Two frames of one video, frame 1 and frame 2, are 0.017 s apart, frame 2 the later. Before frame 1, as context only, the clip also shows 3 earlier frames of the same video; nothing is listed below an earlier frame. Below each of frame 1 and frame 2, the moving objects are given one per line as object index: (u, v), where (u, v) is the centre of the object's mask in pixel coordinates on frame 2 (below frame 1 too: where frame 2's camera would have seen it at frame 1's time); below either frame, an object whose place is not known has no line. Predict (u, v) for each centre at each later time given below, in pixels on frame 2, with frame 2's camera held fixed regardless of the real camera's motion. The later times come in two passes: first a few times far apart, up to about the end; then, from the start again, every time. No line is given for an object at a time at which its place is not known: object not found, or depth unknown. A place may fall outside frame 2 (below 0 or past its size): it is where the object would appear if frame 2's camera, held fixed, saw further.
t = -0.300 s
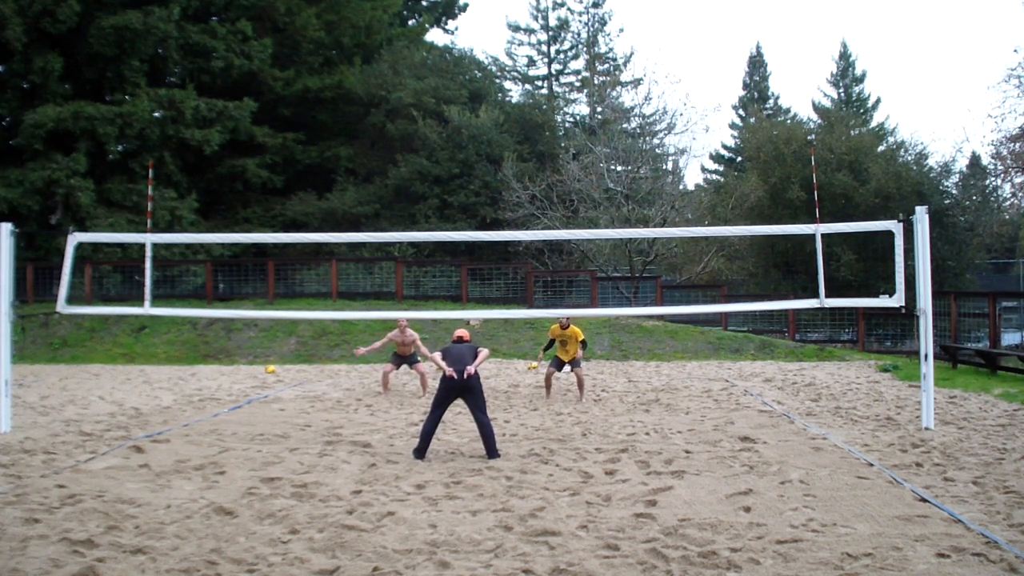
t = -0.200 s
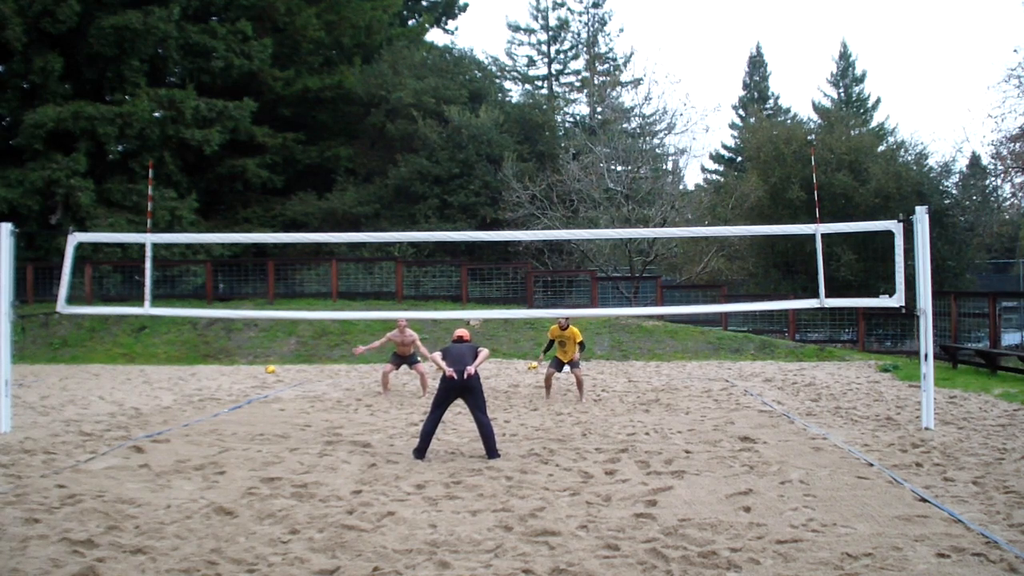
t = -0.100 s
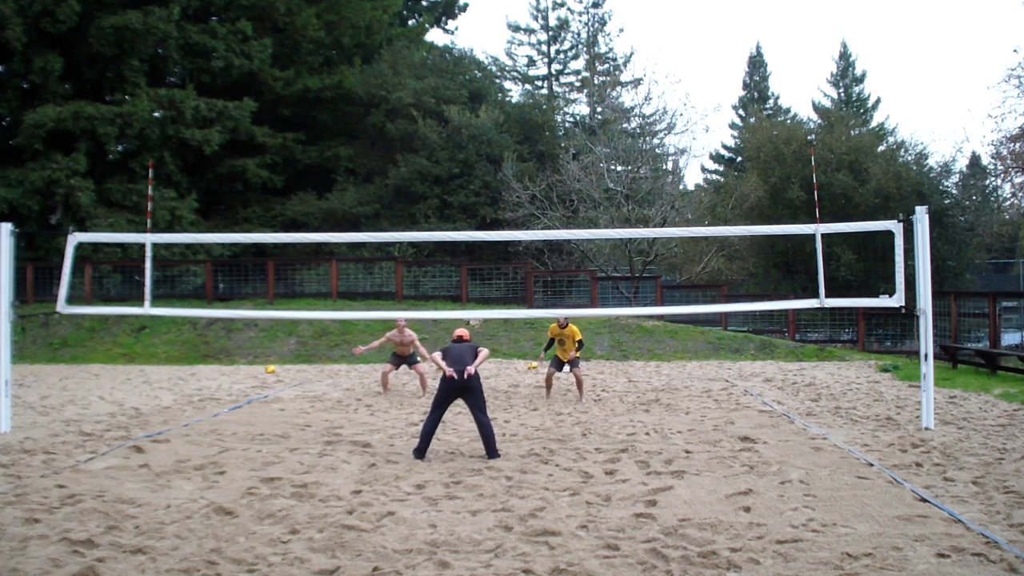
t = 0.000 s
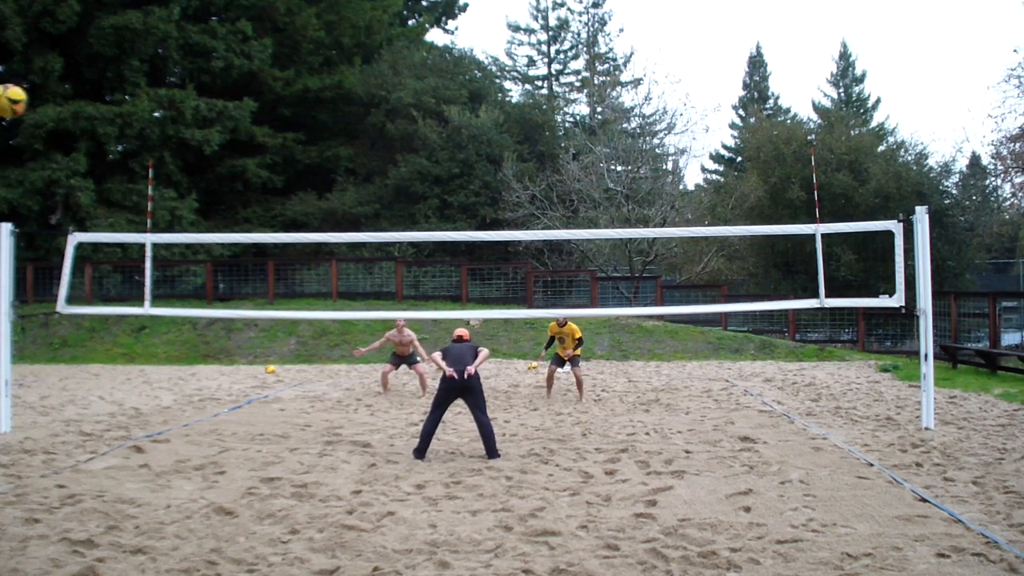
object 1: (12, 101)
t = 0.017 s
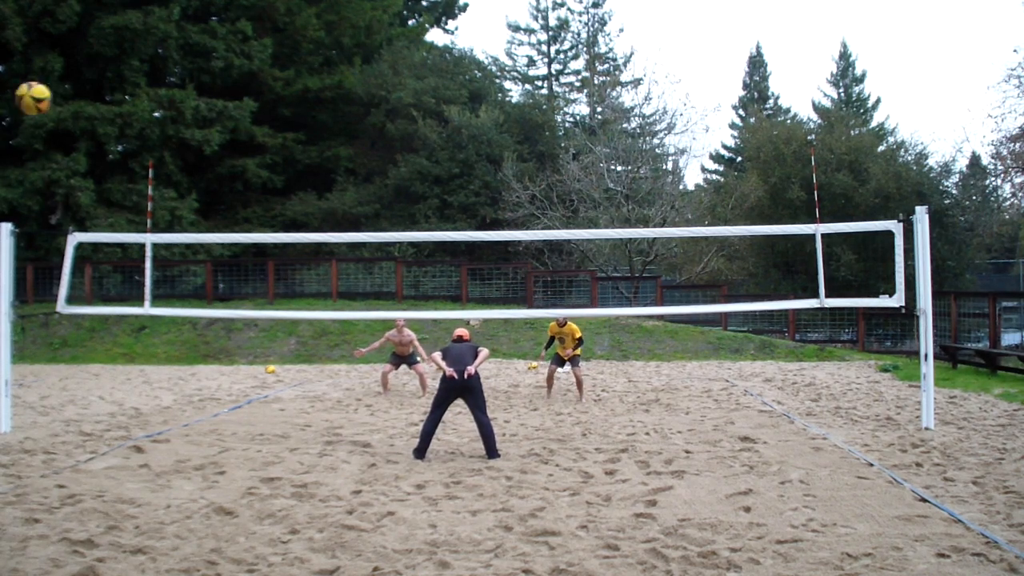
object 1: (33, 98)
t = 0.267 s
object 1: (289, 109)
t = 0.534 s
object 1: (438, 169)
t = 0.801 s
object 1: (530, 248)
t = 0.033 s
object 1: (56, 96)
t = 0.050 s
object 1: (78, 95)
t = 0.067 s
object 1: (99, 94)
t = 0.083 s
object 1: (119, 93)
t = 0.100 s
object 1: (138, 93)
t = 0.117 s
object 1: (156, 94)
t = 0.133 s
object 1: (173, 94)
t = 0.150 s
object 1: (190, 95)
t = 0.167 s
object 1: (206, 96)
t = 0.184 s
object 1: (221, 98)
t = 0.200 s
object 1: (236, 99)
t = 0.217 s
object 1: (250, 101)
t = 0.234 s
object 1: (263, 104)
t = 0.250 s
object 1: (276, 106)
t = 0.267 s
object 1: (289, 109)
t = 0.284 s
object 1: (300, 112)
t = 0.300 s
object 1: (312, 115)
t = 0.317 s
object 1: (323, 117)
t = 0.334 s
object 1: (334, 121)
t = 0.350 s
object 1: (344, 124)
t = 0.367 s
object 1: (354, 128)
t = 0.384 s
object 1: (364, 132)
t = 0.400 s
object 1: (373, 135)
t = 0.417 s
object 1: (382, 139)
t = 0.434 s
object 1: (391, 143)
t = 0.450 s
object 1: (400, 147)
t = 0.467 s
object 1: (408, 151)
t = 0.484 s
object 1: (416, 155)
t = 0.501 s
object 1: (424, 160)
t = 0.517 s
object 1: (431, 165)
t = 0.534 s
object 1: (438, 169)
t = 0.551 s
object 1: (445, 174)
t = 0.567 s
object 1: (452, 178)
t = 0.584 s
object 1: (458, 183)
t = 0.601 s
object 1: (464, 188)
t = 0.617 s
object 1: (470, 193)
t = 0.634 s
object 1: (476, 197)
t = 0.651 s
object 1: (482, 202)
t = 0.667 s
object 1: (488, 207)
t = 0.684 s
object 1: (493, 212)
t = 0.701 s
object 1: (499, 217)
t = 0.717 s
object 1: (505, 221)
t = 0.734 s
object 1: (509, 225)
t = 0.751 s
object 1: (515, 228)
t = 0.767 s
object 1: (519, 243)
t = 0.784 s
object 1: (525, 245)
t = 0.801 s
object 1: (530, 248)
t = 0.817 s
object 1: (535, 253)
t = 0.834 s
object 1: (540, 259)
